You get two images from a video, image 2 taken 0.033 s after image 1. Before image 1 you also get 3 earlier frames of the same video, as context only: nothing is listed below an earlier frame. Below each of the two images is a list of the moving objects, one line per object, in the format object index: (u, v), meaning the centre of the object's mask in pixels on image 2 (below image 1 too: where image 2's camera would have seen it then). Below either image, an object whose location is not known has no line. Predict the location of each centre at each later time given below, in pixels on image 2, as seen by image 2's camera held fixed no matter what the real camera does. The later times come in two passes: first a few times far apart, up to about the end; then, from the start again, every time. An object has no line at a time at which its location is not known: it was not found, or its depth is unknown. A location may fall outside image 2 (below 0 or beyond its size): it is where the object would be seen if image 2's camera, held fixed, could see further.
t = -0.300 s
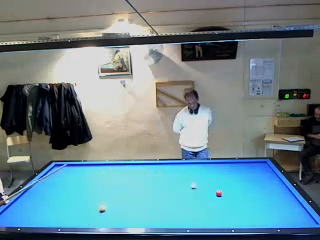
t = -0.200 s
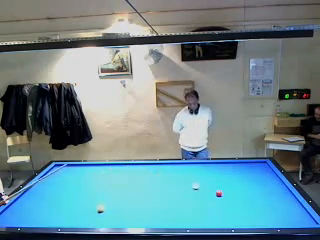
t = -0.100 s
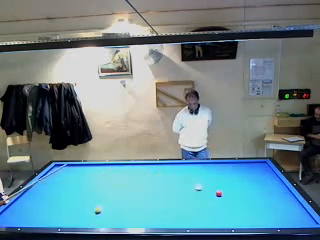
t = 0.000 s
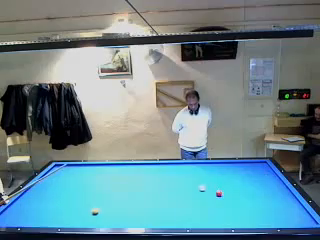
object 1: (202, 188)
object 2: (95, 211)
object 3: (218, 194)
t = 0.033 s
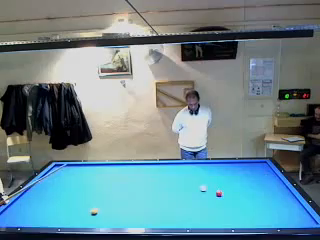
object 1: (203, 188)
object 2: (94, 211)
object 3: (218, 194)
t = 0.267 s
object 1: (210, 191)
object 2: (88, 214)
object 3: (218, 194)
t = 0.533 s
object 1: (214, 191)
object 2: (80, 217)
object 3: (223, 195)
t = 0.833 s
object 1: (215, 192)
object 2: (74, 219)
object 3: (228, 197)
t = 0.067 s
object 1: (205, 189)
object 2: (92, 212)
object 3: (218, 194)
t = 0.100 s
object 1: (206, 190)
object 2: (91, 212)
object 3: (218, 194)
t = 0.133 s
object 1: (207, 190)
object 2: (90, 212)
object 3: (218, 194)
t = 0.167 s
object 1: (208, 190)
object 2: (90, 212)
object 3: (218, 194)
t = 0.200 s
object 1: (209, 190)
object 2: (89, 213)
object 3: (218, 194)
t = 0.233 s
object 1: (209, 190)
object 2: (88, 213)
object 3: (218, 194)
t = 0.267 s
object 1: (210, 191)
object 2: (88, 214)
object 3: (218, 194)
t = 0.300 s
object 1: (211, 191)
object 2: (87, 214)
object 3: (218, 194)
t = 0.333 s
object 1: (212, 191)
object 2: (86, 214)
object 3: (218, 193)
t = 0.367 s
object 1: (213, 191)
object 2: (85, 214)
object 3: (219, 194)
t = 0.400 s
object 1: (213, 191)
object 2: (84, 215)
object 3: (220, 194)
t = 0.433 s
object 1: (214, 191)
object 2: (83, 215)
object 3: (220, 194)
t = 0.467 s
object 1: (214, 191)
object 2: (82, 216)
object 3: (221, 194)
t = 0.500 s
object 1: (214, 191)
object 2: (81, 216)
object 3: (222, 195)
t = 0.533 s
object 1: (214, 191)
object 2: (80, 217)
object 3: (223, 195)
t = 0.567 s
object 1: (214, 191)
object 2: (80, 216)
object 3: (223, 195)
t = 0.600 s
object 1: (214, 191)
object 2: (79, 217)
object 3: (224, 195)
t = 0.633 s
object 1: (214, 191)
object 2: (78, 217)
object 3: (224, 195)
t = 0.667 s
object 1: (214, 191)
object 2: (78, 218)
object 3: (225, 195)
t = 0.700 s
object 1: (214, 191)
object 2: (77, 218)
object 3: (226, 196)
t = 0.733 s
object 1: (215, 192)
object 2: (76, 218)
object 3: (226, 196)
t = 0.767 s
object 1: (215, 192)
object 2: (75, 218)
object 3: (227, 196)
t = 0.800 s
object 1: (215, 192)
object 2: (74, 218)
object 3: (228, 196)
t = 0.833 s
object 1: (215, 192)
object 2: (74, 219)
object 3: (228, 197)
